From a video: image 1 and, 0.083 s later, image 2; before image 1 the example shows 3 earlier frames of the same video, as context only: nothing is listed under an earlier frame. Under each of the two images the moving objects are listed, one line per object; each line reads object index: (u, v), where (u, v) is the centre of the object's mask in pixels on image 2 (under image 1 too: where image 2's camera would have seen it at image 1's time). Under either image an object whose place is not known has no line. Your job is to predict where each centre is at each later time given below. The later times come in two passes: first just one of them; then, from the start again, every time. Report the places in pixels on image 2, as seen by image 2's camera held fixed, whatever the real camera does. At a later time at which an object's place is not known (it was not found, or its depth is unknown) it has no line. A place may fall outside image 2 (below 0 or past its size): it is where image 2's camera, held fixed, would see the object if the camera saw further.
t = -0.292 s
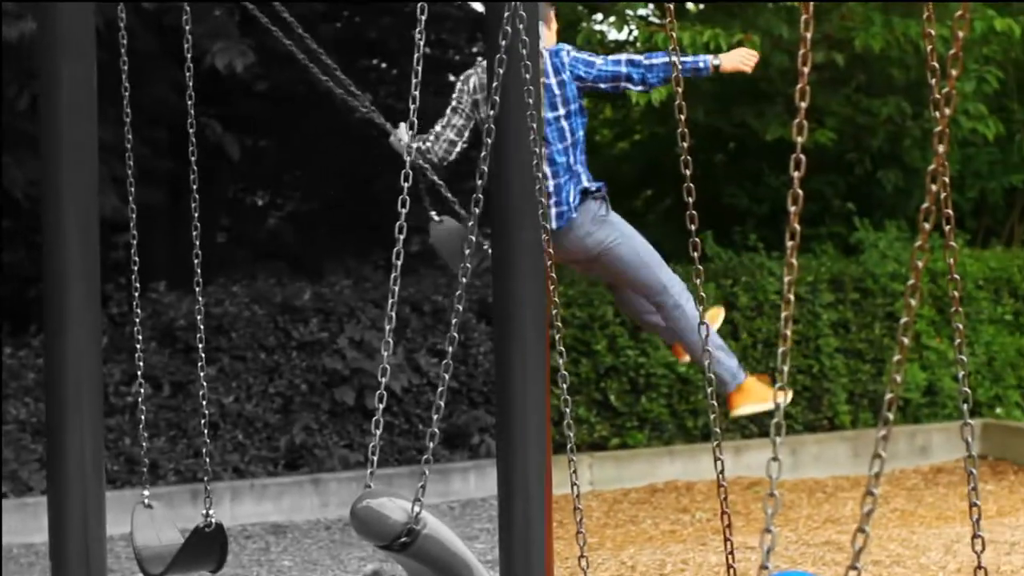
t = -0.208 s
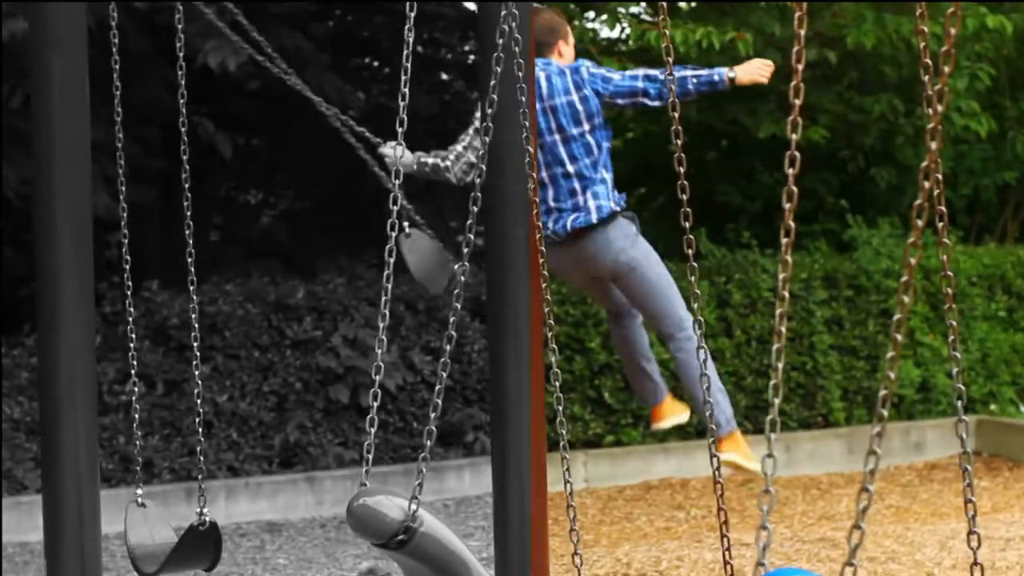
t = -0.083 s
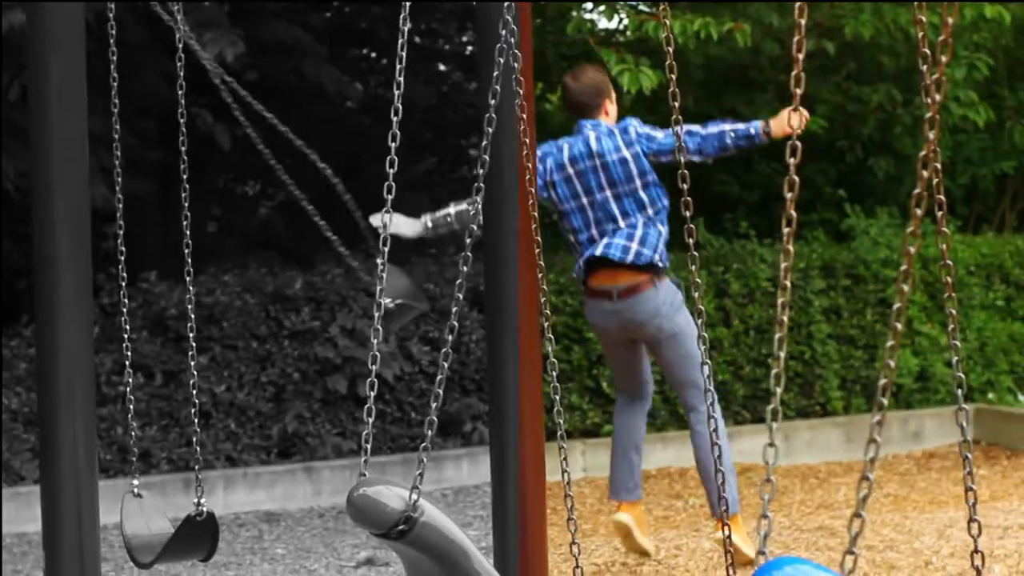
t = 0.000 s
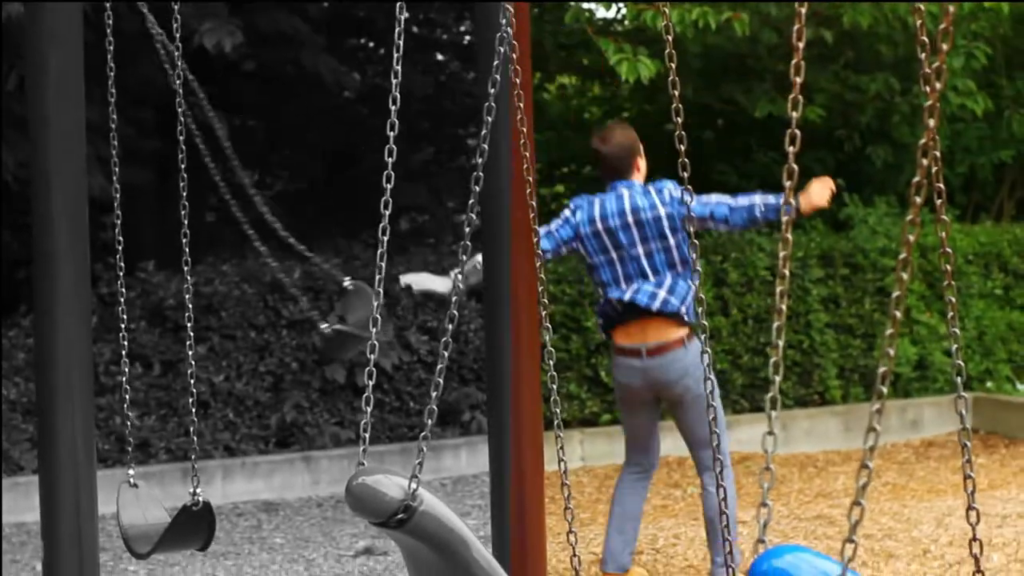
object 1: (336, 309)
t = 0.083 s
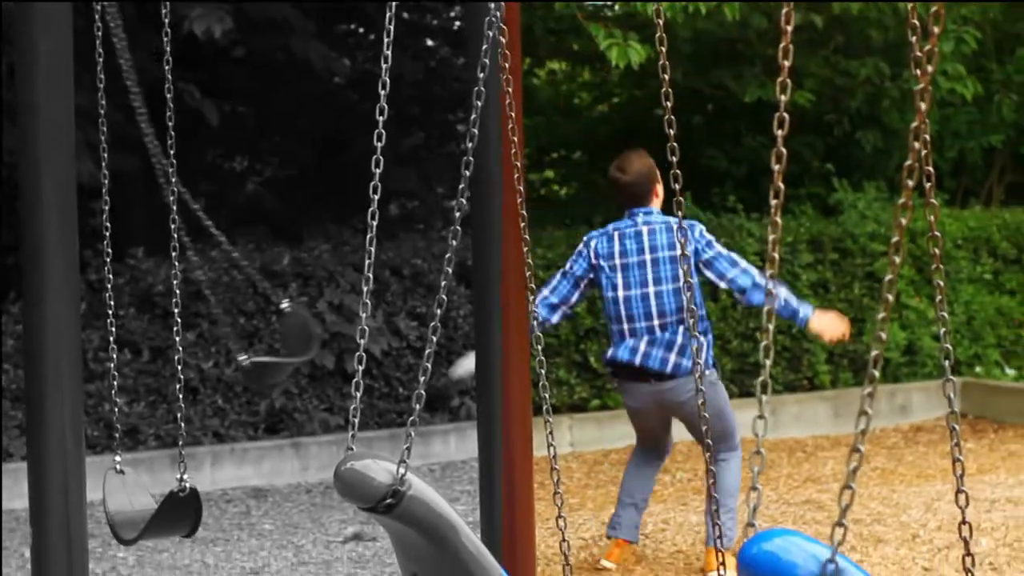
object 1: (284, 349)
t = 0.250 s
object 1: (134, 430)
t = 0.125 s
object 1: (247, 371)
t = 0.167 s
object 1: (218, 390)
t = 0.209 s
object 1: (171, 416)
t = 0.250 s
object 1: (134, 430)
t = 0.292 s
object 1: (104, 436)
